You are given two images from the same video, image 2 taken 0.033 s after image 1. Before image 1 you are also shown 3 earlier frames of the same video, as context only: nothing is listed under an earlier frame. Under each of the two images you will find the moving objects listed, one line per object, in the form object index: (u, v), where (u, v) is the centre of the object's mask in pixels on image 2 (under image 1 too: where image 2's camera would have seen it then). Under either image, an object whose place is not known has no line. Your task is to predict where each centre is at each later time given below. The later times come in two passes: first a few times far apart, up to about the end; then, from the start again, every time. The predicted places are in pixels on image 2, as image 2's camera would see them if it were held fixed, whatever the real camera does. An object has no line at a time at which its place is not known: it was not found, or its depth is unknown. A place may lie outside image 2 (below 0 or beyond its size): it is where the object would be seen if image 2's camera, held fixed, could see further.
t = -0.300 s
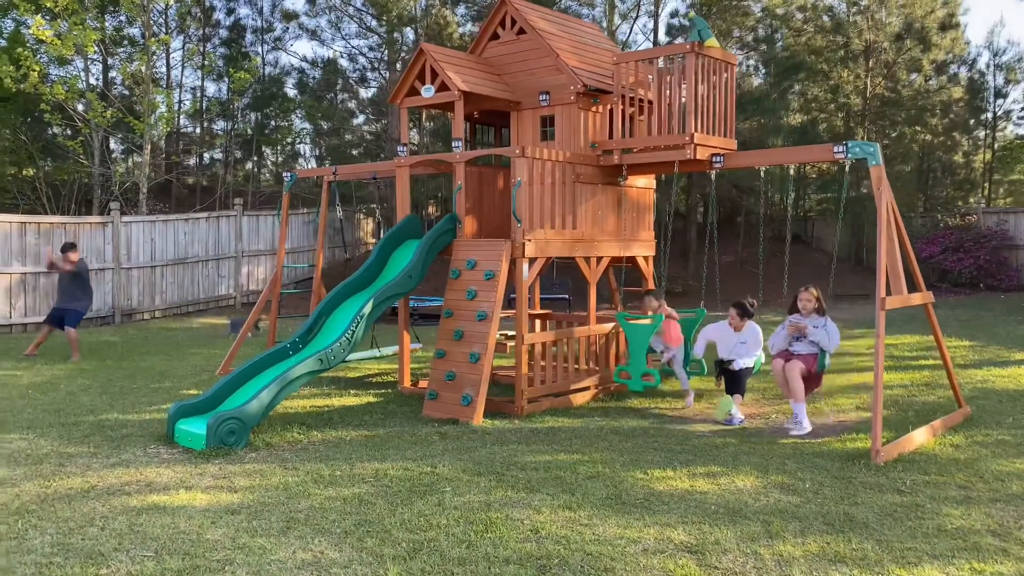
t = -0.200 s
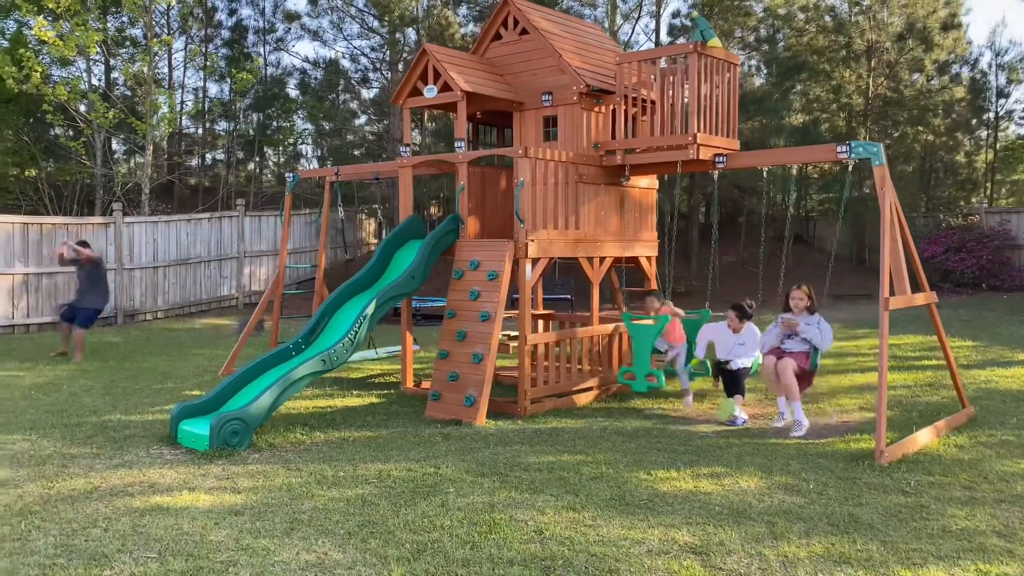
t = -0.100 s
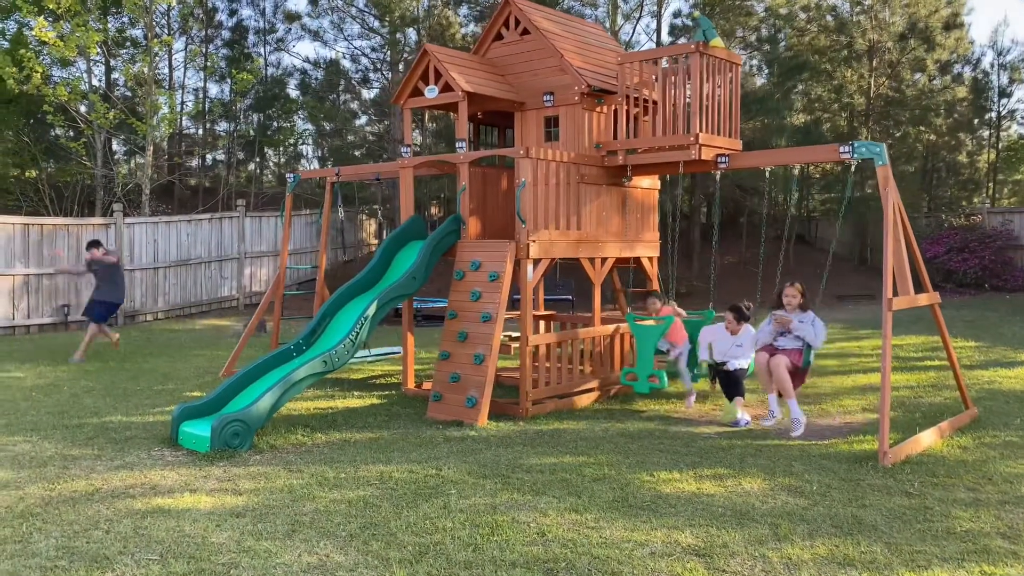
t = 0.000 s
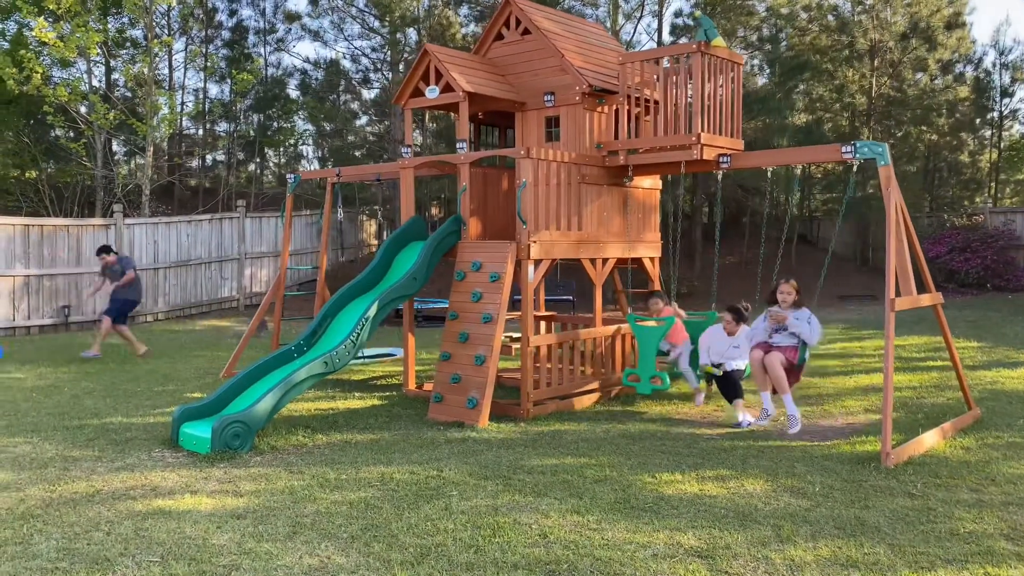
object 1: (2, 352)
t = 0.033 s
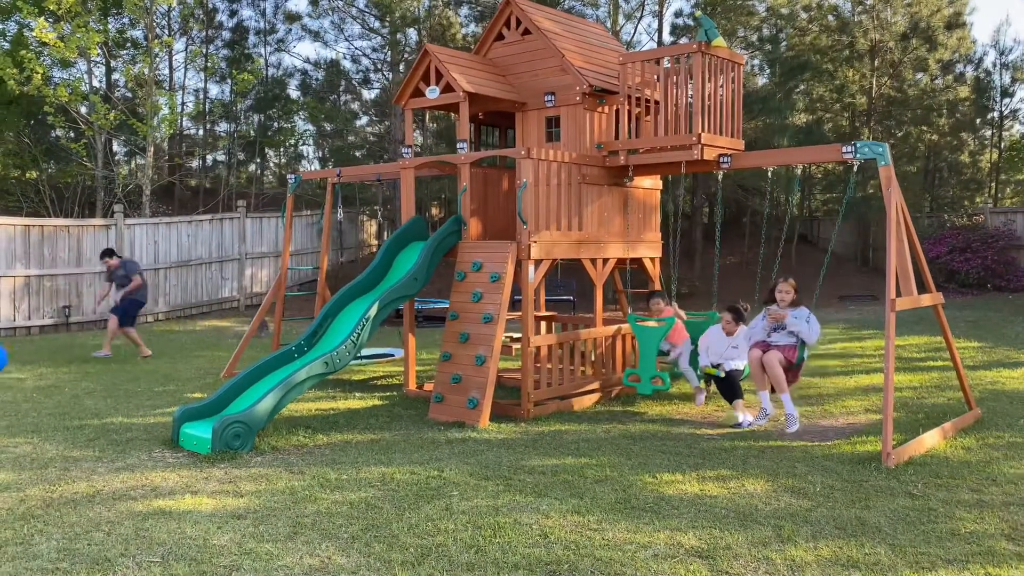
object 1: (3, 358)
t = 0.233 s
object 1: (14, 361)
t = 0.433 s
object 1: (36, 362)
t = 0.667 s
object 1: (66, 368)
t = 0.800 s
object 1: (84, 373)
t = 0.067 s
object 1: (5, 364)
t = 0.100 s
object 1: (6, 371)
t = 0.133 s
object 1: (8, 373)
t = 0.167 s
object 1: (10, 368)
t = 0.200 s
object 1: (12, 364)
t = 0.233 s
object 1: (14, 361)
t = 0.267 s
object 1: (16, 359)
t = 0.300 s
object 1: (20, 358)
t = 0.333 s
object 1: (24, 358)
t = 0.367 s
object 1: (28, 358)
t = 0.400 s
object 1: (32, 360)
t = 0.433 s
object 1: (36, 362)
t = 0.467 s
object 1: (40, 366)
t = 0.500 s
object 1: (44, 370)
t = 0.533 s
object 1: (48, 373)
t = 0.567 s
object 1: (53, 372)
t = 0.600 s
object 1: (57, 370)
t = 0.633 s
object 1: (62, 368)
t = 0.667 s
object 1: (66, 368)
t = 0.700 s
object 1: (70, 367)
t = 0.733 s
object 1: (75, 368)
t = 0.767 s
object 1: (80, 371)
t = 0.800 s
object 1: (84, 373)
